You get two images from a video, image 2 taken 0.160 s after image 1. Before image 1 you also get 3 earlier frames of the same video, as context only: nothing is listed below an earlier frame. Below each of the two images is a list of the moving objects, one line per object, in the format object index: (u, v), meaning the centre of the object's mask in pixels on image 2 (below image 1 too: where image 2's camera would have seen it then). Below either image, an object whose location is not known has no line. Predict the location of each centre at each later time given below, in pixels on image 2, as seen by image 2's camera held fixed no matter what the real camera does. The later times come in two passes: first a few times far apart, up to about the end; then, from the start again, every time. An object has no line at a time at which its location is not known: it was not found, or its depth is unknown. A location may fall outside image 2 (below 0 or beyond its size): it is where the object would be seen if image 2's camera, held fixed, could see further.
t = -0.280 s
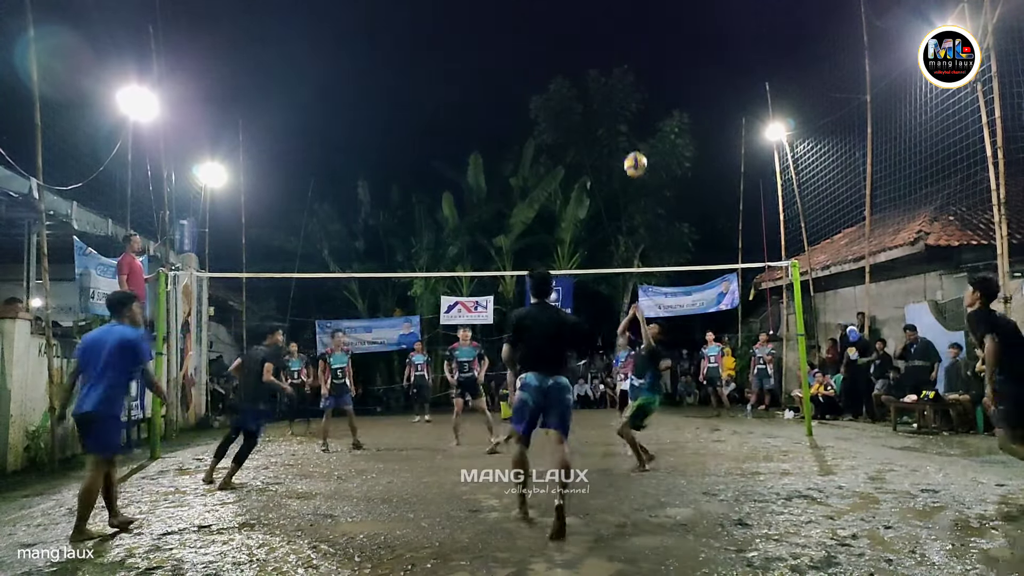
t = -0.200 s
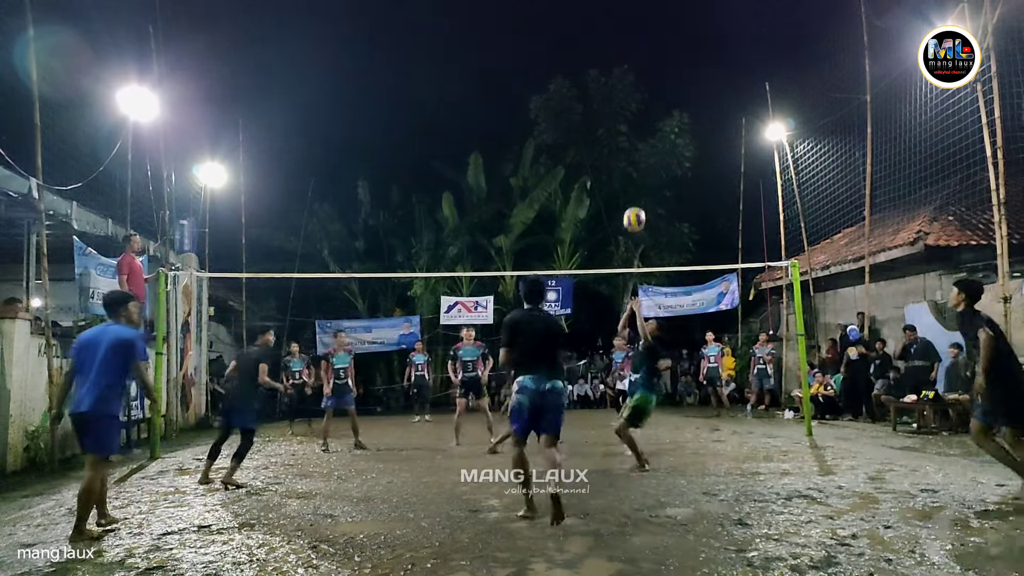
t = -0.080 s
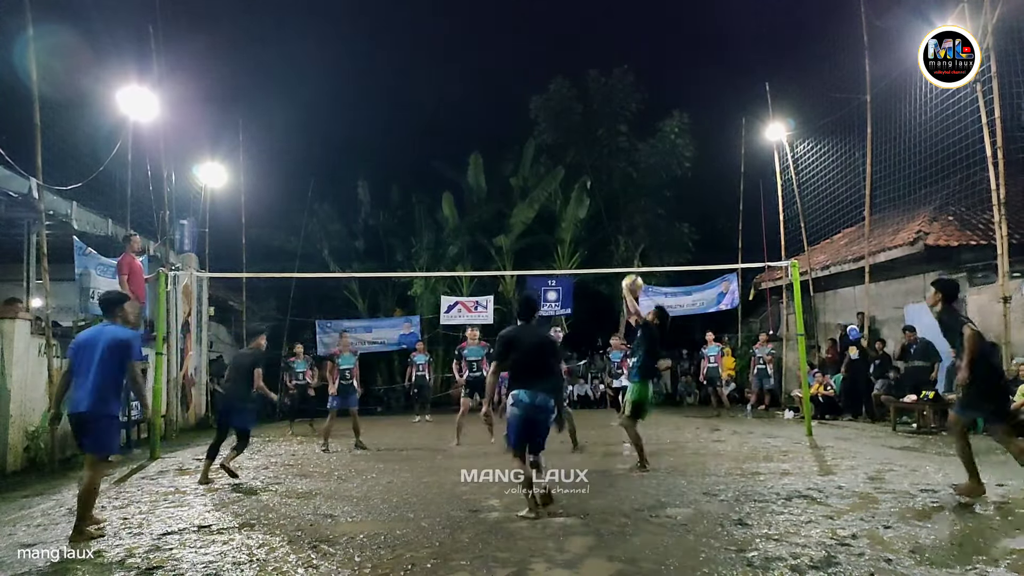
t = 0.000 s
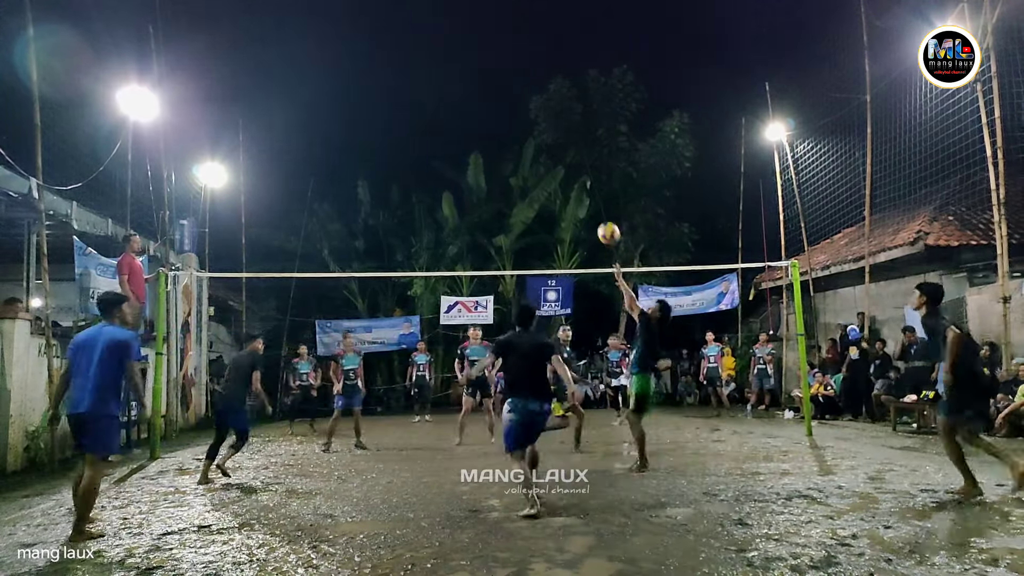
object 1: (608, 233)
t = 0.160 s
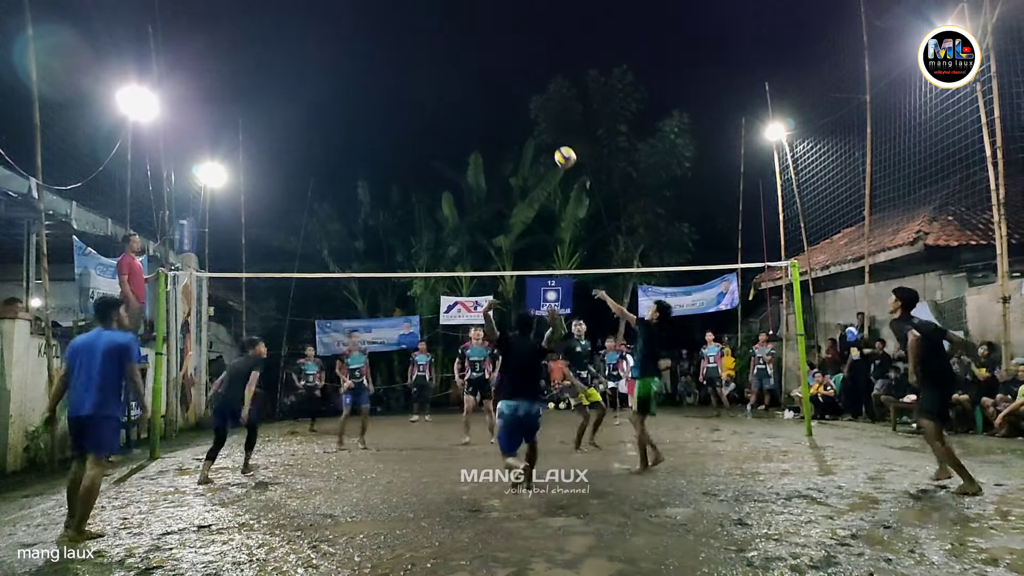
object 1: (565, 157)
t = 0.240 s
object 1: (543, 126)
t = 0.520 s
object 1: (475, 75)
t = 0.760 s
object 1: (426, 85)
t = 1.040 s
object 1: (372, 156)
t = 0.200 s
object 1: (551, 138)
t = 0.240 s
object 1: (543, 126)
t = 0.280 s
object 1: (530, 112)
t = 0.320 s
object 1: (521, 104)
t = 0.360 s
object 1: (513, 96)
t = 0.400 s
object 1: (501, 87)
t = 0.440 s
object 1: (494, 83)
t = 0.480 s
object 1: (486, 79)
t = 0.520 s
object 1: (475, 75)
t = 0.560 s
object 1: (467, 74)
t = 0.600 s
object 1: (457, 74)
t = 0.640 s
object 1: (449, 75)
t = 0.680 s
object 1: (443, 76)
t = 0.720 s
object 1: (432, 81)
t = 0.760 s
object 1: (426, 85)
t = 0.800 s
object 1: (419, 91)
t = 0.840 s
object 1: (409, 100)
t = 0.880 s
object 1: (403, 107)
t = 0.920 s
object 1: (394, 120)
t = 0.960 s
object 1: (387, 129)
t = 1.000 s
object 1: (381, 139)
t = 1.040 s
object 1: (372, 156)
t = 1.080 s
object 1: (367, 168)
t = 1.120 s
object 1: (361, 181)
